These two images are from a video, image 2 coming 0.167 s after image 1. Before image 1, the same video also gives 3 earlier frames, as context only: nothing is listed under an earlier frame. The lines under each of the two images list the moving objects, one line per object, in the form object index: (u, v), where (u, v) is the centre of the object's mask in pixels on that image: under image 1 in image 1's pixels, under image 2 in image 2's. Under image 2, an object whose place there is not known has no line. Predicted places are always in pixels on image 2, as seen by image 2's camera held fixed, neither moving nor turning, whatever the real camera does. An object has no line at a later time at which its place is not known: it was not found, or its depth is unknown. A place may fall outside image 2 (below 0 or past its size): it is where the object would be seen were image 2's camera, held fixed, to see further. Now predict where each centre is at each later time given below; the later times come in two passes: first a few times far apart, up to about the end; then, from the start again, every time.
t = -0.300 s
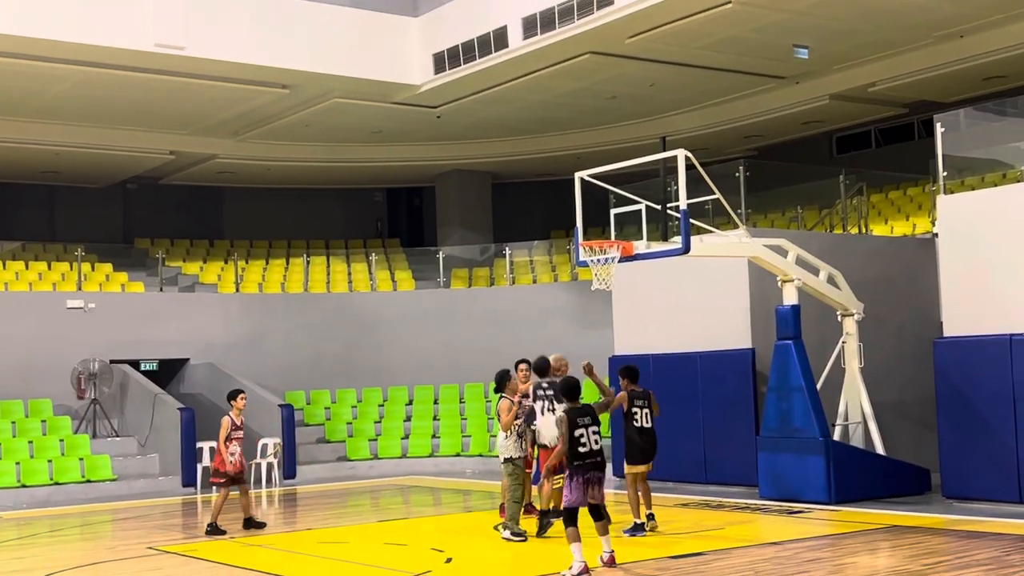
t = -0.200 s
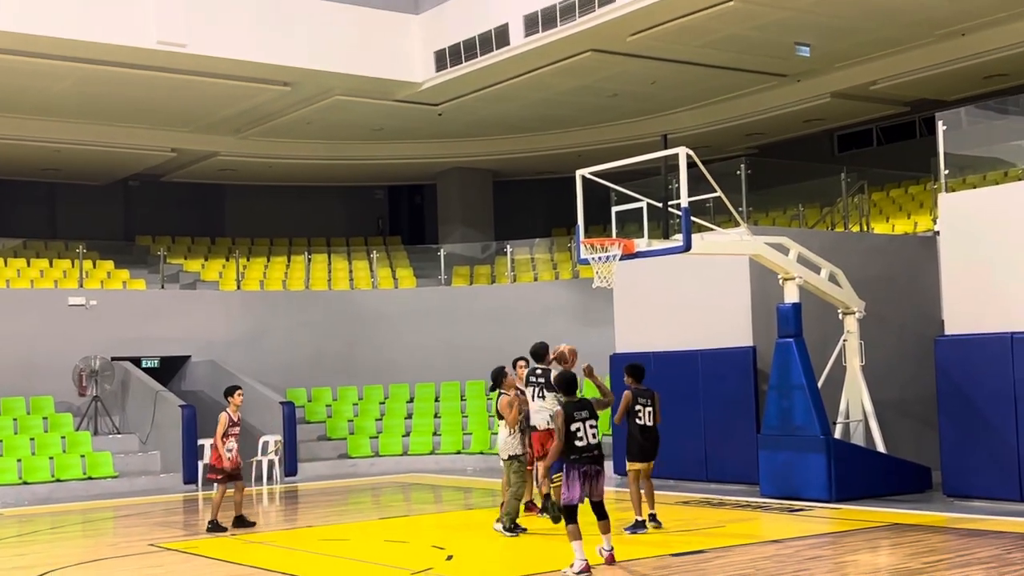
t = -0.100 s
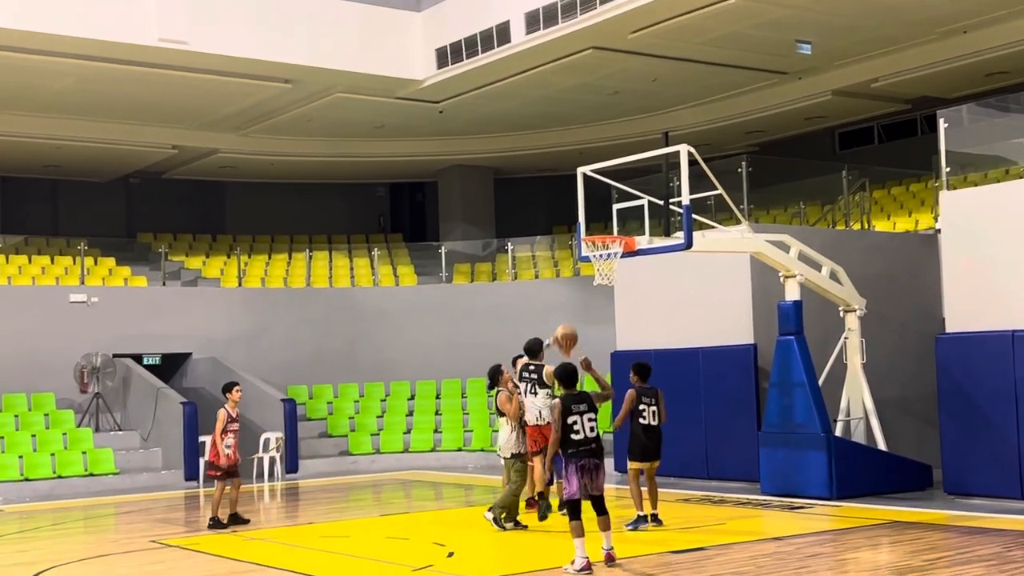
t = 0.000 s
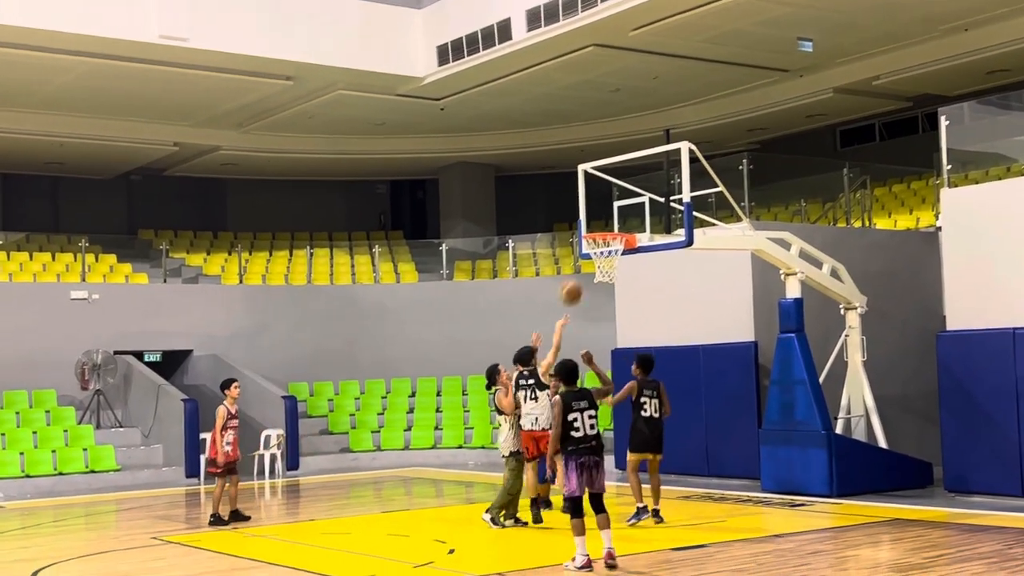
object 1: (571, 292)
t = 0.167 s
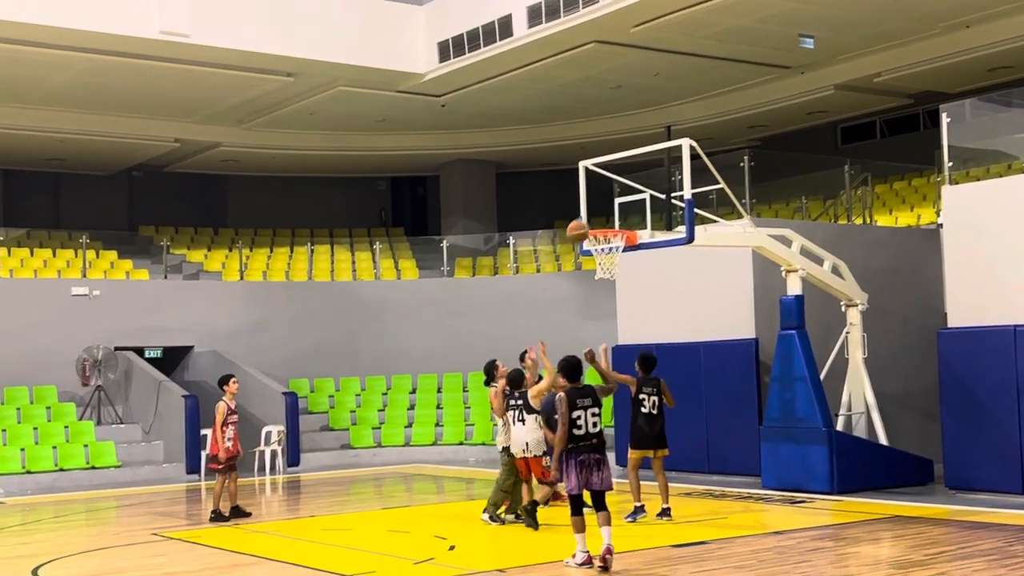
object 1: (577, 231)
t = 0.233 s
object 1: (579, 216)
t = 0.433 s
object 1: (591, 196)
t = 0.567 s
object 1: (597, 203)
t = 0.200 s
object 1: (579, 222)
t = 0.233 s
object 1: (579, 216)
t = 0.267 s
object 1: (582, 210)
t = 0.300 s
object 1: (584, 205)
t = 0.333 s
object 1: (586, 202)
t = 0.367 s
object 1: (587, 199)
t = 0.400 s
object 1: (589, 197)
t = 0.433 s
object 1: (591, 196)
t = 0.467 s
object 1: (593, 196)
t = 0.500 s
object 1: (594, 198)
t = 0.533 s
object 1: (596, 200)
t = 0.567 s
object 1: (597, 203)
